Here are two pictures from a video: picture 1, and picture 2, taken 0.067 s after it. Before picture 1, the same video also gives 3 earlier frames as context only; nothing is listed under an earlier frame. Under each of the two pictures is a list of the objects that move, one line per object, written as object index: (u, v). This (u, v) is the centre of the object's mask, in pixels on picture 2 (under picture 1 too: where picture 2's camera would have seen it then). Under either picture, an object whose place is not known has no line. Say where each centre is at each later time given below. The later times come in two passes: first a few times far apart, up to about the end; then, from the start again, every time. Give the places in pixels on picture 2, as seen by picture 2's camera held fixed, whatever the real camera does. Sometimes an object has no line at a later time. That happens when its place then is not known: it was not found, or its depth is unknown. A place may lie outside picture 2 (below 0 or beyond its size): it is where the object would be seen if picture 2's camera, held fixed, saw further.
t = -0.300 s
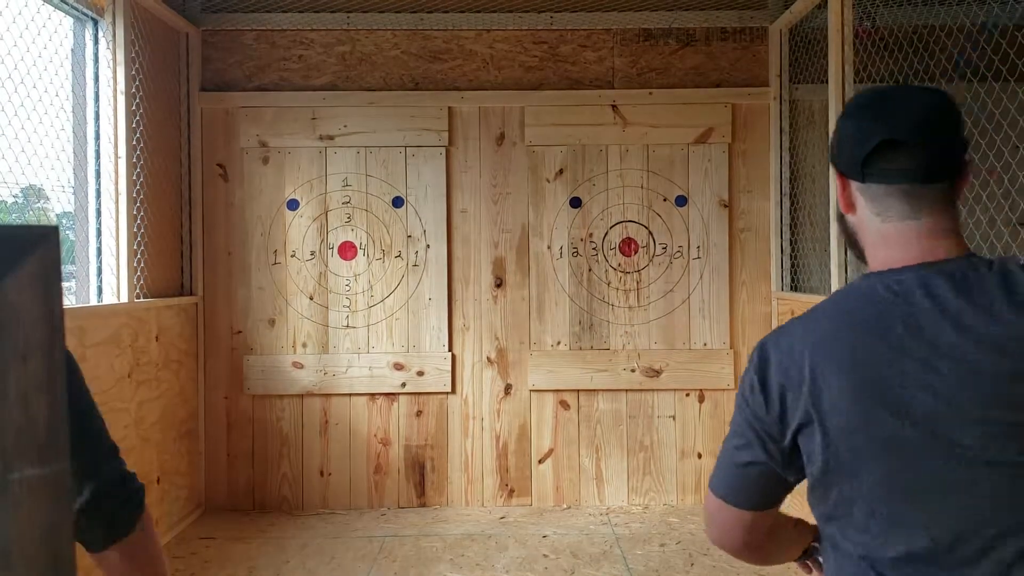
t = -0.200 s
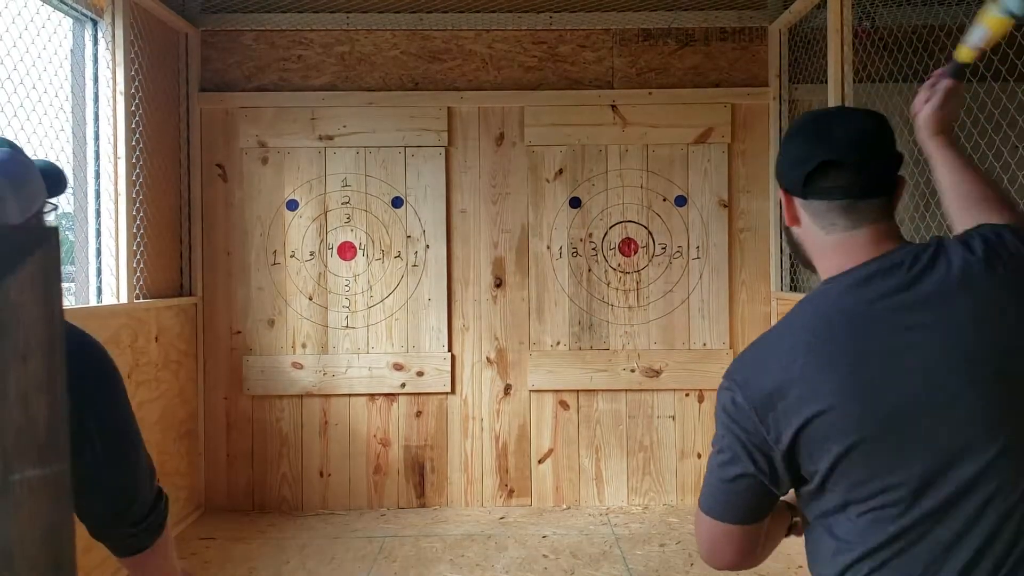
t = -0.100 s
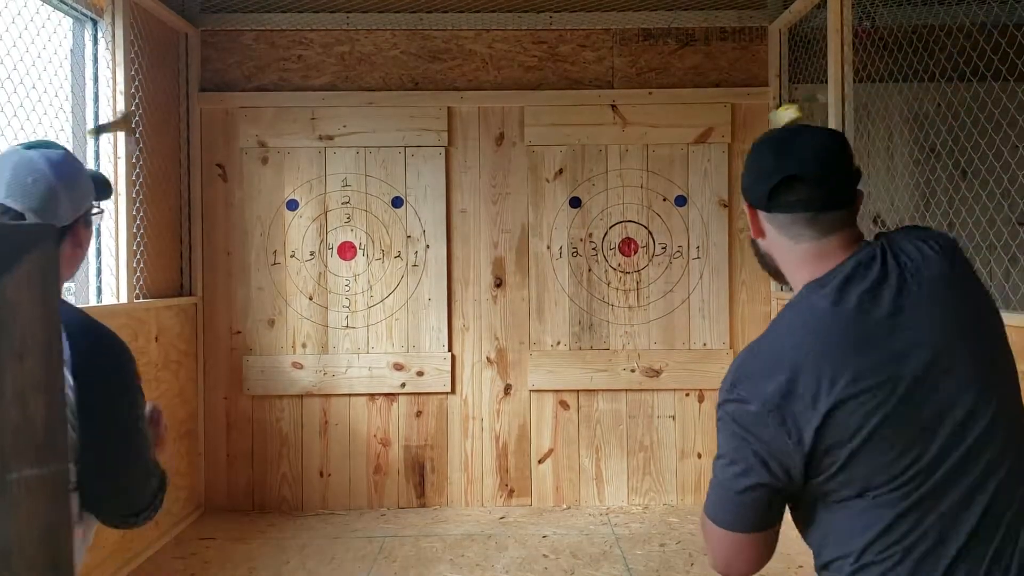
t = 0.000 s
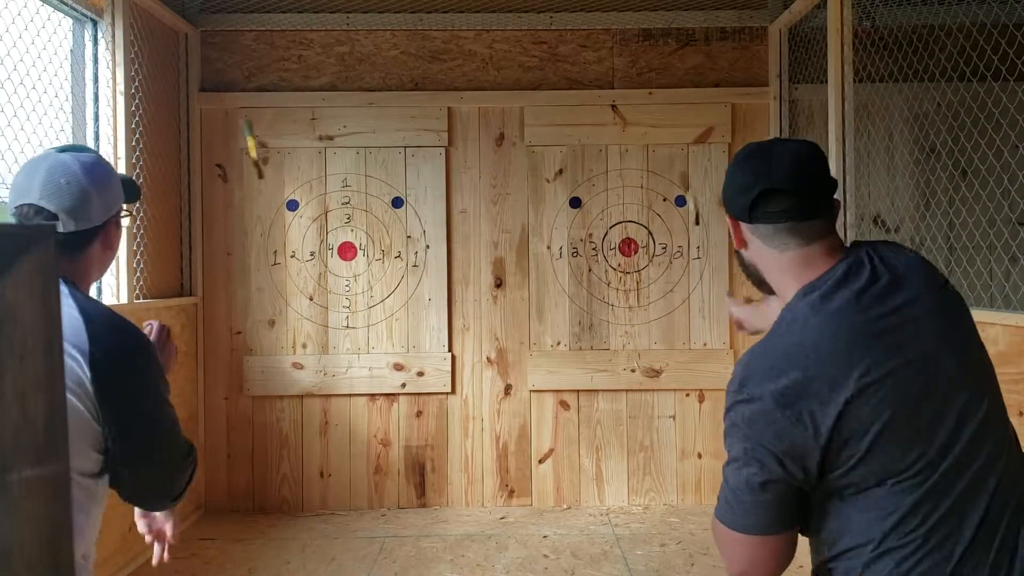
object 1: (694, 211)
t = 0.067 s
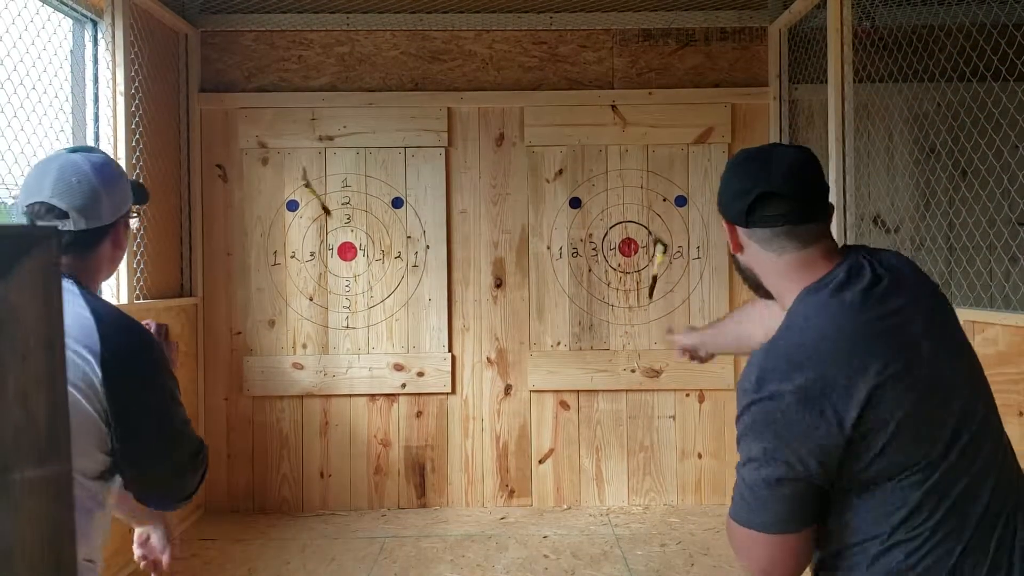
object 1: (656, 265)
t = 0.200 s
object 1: (634, 299)
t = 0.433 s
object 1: (634, 299)
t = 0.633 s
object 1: (633, 299)
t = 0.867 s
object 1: (634, 299)
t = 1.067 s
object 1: (633, 299)
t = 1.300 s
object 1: (633, 299)
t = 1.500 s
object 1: (633, 299)
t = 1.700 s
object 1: (634, 298)
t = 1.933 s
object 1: (635, 299)
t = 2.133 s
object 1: (633, 299)
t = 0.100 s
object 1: (645, 288)
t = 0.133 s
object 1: (635, 299)
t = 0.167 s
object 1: (634, 299)
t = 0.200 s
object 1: (634, 299)
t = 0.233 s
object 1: (634, 299)
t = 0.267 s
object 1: (634, 299)
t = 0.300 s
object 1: (634, 299)
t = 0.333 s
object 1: (634, 299)
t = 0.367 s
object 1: (634, 299)
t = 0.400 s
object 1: (634, 299)
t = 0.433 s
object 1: (634, 299)
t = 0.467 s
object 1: (634, 299)
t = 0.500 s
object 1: (634, 299)
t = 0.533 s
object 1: (633, 299)
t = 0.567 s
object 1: (633, 299)
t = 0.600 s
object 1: (634, 299)
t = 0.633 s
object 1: (633, 299)
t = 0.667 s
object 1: (633, 299)
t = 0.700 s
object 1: (633, 299)
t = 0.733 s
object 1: (634, 299)
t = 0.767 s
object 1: (634, 299)
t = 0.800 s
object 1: (634, 299)
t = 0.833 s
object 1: (634, 299)
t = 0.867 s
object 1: (634, 299)
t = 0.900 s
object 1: (633, 299)
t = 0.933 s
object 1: (633, 299)
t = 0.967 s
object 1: (634, 299)
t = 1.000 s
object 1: (634, 299)
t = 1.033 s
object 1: (634, 299)
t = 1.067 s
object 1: (633, 299)
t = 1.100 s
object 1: (633, 299)
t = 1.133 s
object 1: (633, 299)
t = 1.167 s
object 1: (633, 299)
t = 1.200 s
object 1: (634, 299)
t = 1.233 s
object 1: (634, 299)
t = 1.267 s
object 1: (634, 299)
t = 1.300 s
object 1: (633, 299)
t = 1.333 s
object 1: (634, 299)
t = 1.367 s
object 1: (634, 299)
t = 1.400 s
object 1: (633, 299)
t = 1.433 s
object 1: (634, 299)
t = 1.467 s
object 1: (633, 299)
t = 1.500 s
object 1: (633, 299)
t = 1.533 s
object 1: (633, 298)
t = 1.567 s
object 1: (634, 299)
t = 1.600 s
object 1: (634, 299)
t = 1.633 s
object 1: (634, 299)
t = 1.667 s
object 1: (634, 298)
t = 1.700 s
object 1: (634, 298)
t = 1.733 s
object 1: (634, 298)
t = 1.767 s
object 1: (635, 299)
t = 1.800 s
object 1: (635, 299)
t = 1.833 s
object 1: (635, 298)
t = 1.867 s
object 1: (635, 299)
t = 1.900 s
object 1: (635, 299)
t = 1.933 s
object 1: (635, 299)
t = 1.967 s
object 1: (634, 299)
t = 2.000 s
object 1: (634, 299)
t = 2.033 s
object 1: (634, 299)
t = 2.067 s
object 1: (633, 299)
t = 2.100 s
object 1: (634, 299)
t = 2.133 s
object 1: (633, 299)
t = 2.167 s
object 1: (633, 299)
